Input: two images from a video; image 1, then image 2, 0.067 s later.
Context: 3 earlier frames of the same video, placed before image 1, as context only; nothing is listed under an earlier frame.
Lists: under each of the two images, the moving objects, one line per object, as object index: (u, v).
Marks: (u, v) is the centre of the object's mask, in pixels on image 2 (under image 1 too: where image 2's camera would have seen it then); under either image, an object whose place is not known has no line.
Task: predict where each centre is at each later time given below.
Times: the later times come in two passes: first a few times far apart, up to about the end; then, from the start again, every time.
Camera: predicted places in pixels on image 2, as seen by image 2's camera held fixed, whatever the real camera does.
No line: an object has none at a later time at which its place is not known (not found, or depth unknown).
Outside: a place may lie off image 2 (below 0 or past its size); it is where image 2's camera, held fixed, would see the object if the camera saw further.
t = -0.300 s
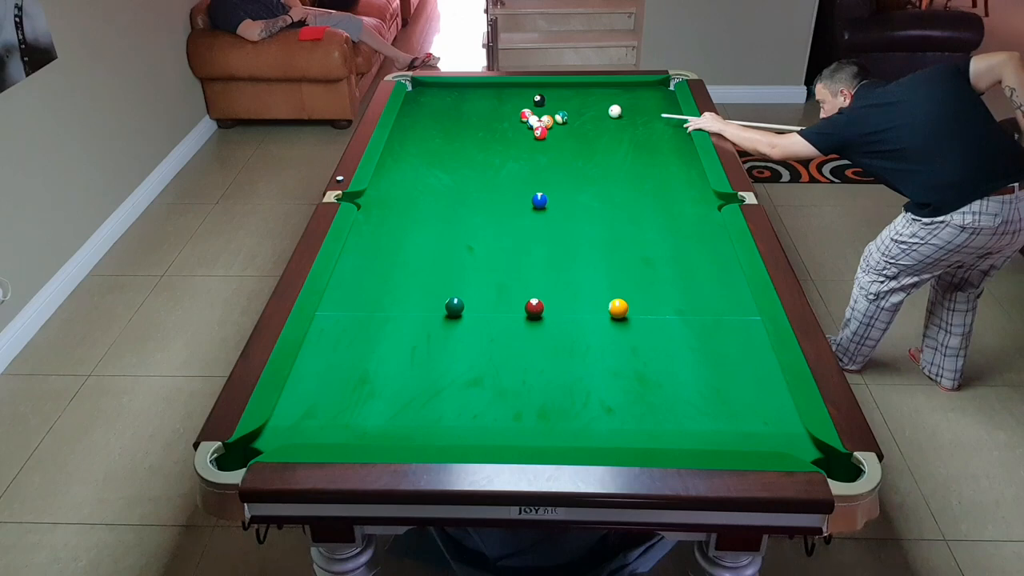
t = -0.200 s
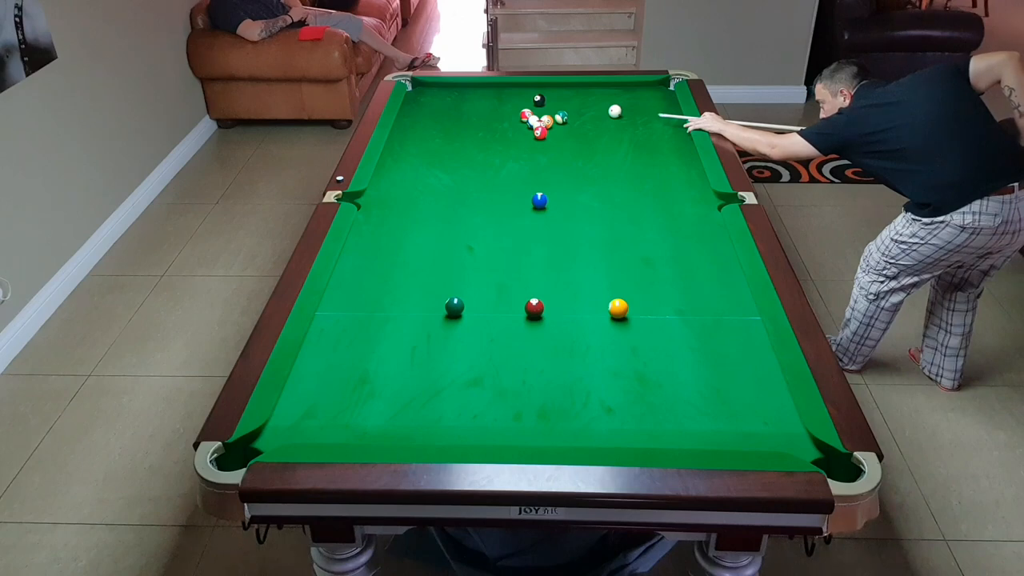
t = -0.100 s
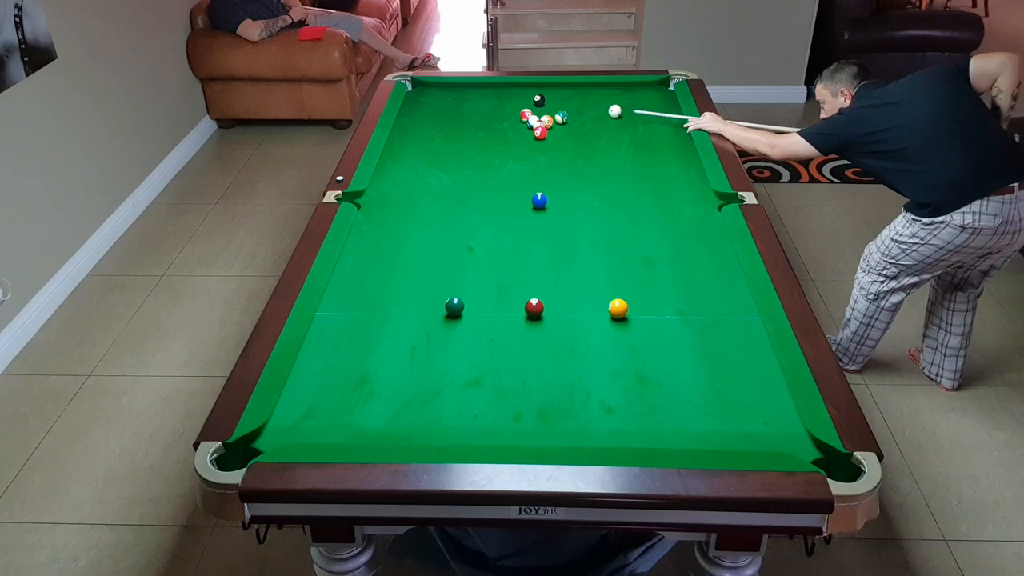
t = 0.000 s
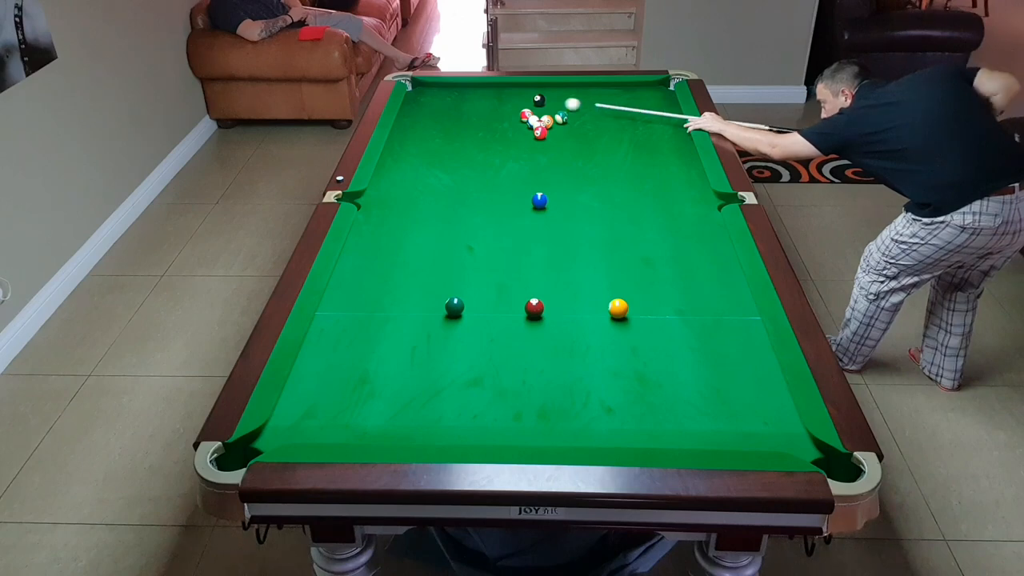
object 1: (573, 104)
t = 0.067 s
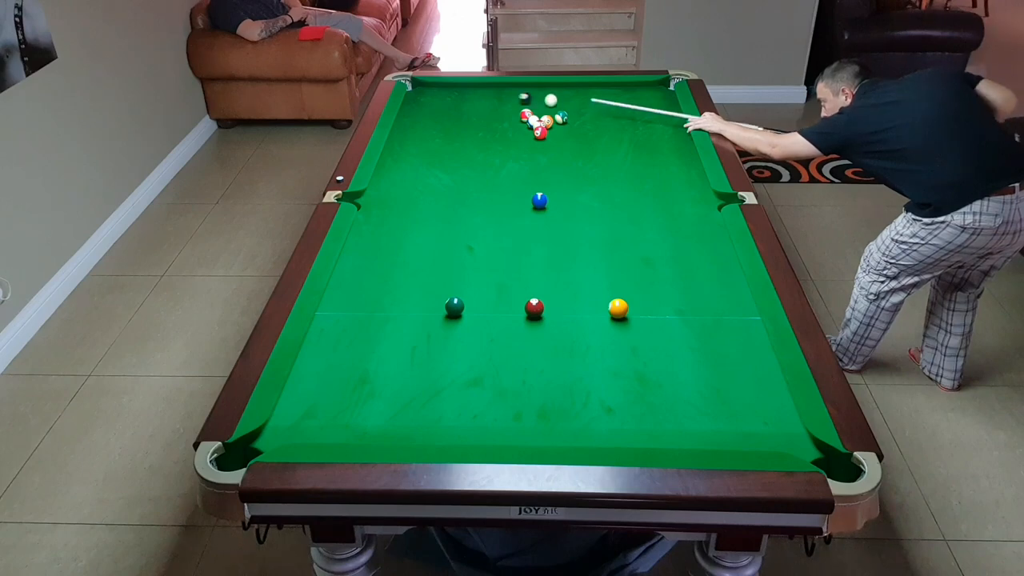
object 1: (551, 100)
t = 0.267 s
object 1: (539, 94)
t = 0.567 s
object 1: (503, 85)
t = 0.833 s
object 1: (481, 91)
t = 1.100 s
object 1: (459, 97)
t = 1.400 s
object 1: (435, 104)
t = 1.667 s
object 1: (415, 109)
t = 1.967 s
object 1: (410, 115)
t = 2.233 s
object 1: (420, 119)
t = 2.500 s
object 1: (429, 122)
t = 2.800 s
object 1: (438, 126)
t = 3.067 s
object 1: (445, 129)
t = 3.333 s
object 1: (451, 131)
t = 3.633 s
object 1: (457, 133)
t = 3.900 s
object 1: (461, 135)
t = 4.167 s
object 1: (463, 136)
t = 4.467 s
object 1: (465, 136)
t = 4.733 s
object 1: (465, 136)
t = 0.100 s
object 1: (550, 100)
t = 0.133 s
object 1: (549, 99)
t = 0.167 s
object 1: (548, 98)
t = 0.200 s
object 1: (545, 97)
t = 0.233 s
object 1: (542, 96)
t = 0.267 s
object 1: (539, 94)
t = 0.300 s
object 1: (535, 93)
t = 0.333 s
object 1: (531, 92)
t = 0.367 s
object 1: (526, 91)
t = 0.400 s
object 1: (522, 89)
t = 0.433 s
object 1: (518, 88)
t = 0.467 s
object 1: (514, 87)
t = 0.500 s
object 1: (510, 86)
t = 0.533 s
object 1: (506, 85)
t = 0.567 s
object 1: (503, 85)
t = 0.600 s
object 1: (500, 86)
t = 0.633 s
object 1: (498, 87)
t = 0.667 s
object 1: (495, 88)
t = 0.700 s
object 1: (492, 89)
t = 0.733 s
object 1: (489, 89)
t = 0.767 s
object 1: (487, 90)
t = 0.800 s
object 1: (484, 91)
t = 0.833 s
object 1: (481, 91)
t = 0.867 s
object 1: (478, 92)
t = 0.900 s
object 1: (475, 93)
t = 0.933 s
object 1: (473, 94)
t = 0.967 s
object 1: (470, 94)
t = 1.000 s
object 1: (467, 95)
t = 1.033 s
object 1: (465, 96)
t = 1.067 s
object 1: (462, 97)
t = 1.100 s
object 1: (459, 97)
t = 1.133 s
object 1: (457, 98)
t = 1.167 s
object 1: (454, 99)
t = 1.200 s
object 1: (451, 100)
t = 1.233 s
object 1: (448, 100)
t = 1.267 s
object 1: (446, 101)
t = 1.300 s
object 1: (443, 102)
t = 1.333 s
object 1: (441, 102)
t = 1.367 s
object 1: (438, 103)
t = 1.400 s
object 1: (435, 104)
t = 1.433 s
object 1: (433, 104)
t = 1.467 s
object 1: (430, 105)
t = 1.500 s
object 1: (427, 106)
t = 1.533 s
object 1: (425, 107)
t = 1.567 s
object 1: (422, 107)
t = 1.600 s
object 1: (420, 108)
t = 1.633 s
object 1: (417, 109)
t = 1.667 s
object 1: (415, 109)
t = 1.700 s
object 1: (412, 110)
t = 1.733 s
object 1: (410, 111)
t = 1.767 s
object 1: (407, 111)
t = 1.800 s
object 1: (405, 112)
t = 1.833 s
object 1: (405, 112)
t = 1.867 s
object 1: (406, 113)
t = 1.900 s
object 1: (407, 113)
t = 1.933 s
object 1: (409, 114)
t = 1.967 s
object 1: (410, 115)
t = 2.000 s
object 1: (411, 115)
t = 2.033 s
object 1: (413, 116)
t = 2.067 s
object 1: (414, 116)
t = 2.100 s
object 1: (415, 117)
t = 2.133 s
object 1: (416, 117)
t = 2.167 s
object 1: (417, 118)
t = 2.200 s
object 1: (419, 118)
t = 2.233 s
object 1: (420, 119)
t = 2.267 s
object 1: (421, 119)
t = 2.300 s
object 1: (422, 120)
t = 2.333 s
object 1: (423, 120)
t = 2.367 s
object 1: (425, 121)
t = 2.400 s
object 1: (426, 121)
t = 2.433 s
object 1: (427, 122)
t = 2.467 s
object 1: (428, 122)
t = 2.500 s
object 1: (429, 122)
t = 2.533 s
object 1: (430, 123)
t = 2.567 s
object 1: (431, 123)
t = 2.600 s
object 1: (432, 124)
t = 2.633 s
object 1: (433, 124)
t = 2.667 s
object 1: (434, 125)
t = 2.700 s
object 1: (435, 125)
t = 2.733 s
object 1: (436, 126)
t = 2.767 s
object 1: (437, 126)
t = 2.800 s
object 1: (438, 126)
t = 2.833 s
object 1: (439, 127)
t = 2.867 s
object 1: (440, 127)
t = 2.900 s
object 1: (441, 127)
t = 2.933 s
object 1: (441, 128)
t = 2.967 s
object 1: (442, 128)
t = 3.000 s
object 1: (443, 128)
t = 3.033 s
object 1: (444, 129)
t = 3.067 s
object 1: (445, 129)
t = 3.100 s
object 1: (446, 130)
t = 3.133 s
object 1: (447, 130)
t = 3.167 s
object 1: (447, 130)
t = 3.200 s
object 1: (448, 130)
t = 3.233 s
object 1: (449, 131)
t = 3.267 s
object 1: (450, 131)
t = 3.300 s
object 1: (450, 131)
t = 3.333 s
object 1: (451, 131)
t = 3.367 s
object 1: (452, 132)
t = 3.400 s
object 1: (453, 132)
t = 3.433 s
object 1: (453, 132)
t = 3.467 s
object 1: (454, 132)
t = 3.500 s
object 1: (454, 133)
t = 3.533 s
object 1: (455, 133)
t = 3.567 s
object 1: (456, 133)
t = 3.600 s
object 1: (456, 133)
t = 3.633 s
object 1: (457, 133)
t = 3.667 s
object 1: (457, 134)
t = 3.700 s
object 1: (458, 134)
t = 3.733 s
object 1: (458, 134)
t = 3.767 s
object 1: (459, 134)
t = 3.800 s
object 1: (459, 134)
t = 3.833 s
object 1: (460, 134)
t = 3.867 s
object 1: (460, 135)
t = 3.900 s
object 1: (461, 135)
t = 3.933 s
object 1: (461, 135)
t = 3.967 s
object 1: (461, 135)
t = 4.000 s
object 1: (462, 135)
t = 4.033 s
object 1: (462, 135)
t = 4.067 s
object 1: (463, 135)
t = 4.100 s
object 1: (463, 136)
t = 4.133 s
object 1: (463, 136)
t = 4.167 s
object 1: (463, 136)
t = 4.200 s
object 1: (464, 136)
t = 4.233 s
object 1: (464, 136)
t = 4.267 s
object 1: (464, 136)
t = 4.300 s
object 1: (465, 136)
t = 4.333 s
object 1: (465, 136)
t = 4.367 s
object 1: (465, 136)
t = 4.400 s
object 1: (465, 136)
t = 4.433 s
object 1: (465, 136)
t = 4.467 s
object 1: (465, 136)
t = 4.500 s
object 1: (465, 136)
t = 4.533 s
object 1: (465, 136)
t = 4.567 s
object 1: (465, 136)
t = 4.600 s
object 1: (465, 136)
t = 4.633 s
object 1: (465, 136)
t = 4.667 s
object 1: (465, 136)
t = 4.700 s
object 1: (465, 136)
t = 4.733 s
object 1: (465, 136)
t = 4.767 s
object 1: (465, 136)
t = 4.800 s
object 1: (465, 136)
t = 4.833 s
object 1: (465, 136)
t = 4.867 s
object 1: (465, 136)
